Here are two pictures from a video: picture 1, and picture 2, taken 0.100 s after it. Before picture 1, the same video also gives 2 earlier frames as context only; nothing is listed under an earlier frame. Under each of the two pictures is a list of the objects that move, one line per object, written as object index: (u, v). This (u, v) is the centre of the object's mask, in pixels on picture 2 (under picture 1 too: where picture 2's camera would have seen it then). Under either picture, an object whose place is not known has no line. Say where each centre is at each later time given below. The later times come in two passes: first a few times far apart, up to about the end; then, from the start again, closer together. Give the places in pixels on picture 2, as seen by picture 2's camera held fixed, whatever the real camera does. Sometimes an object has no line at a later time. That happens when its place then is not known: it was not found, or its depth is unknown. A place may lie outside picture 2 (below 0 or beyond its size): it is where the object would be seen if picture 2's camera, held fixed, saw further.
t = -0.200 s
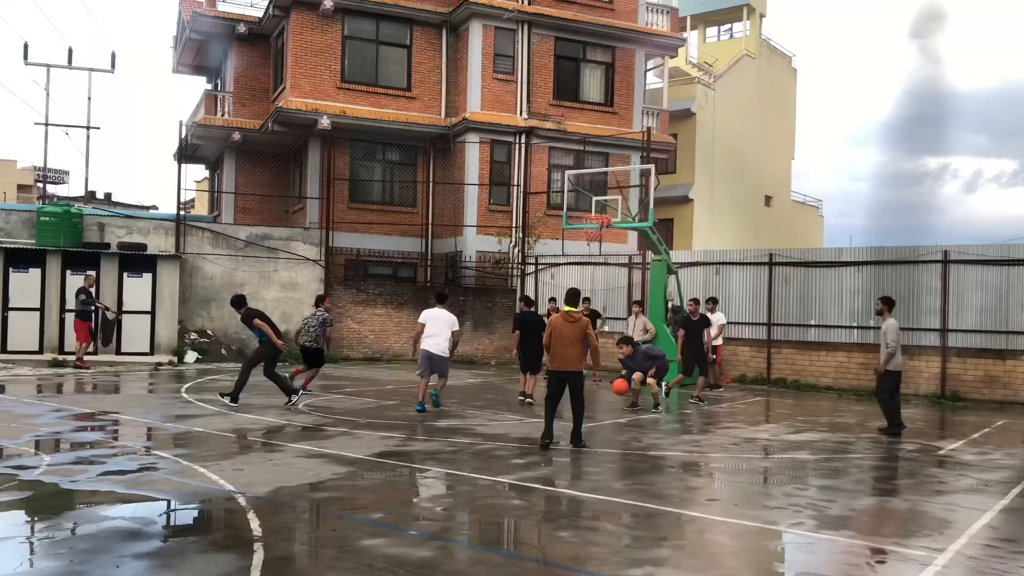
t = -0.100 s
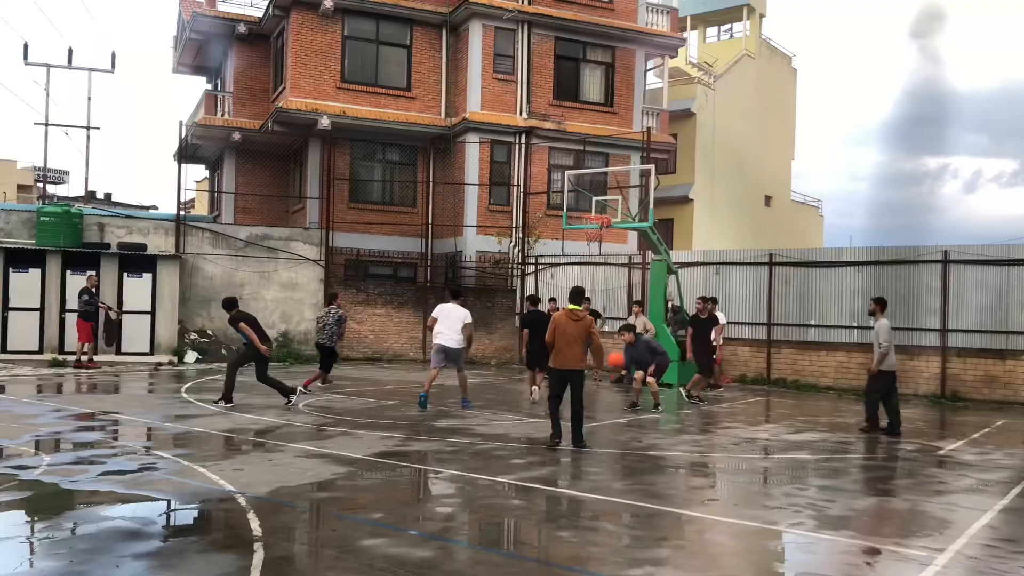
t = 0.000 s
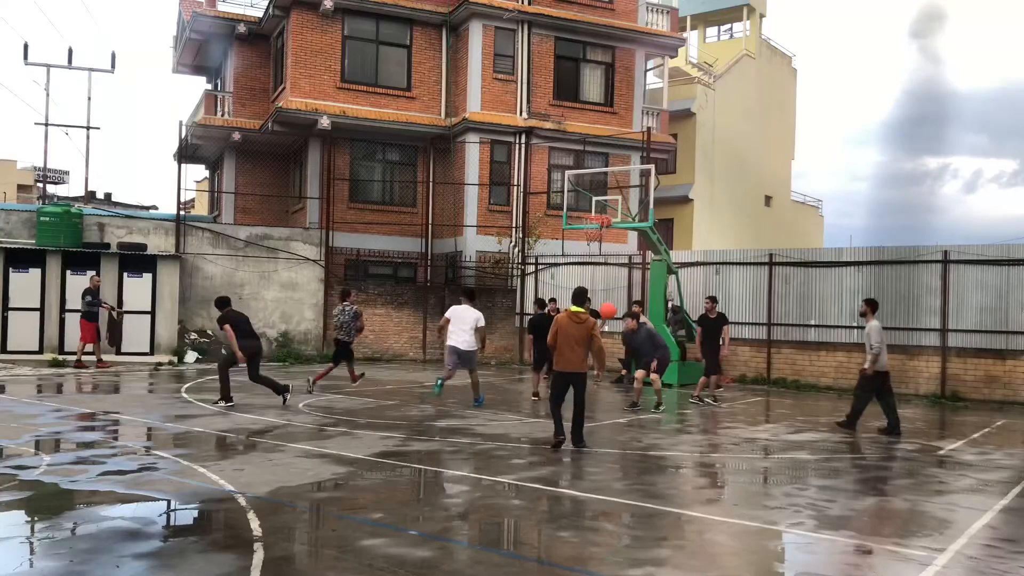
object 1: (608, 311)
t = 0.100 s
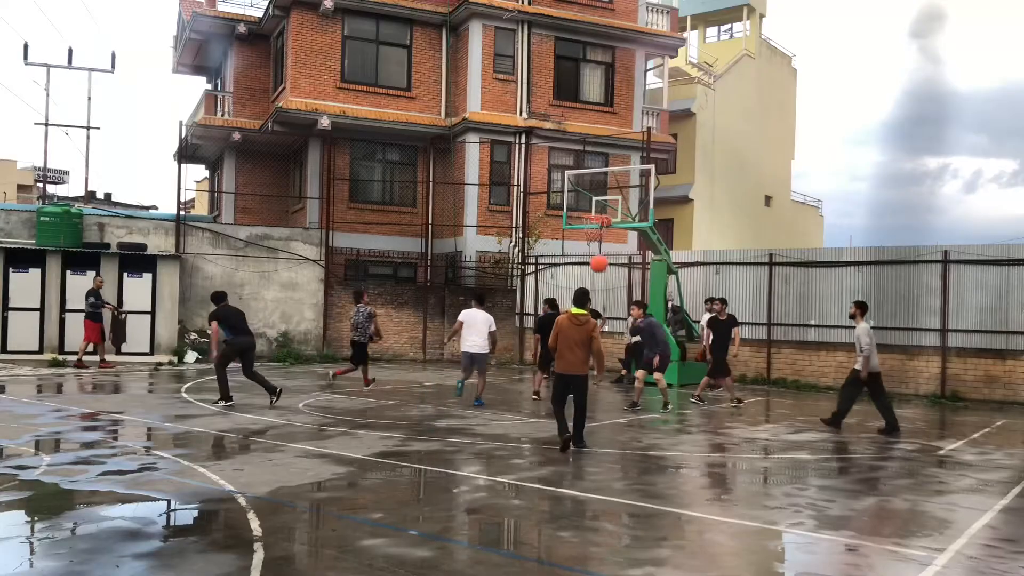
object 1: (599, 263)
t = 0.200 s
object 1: (589, 222)
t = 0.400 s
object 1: (568, 154)
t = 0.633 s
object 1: (539, 107)
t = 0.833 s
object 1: (508, 101)
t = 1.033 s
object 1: (470, 135)
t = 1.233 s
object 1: (427, 219)
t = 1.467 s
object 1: (363, 398)
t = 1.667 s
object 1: (307, 379)
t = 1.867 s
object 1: (249, 274)
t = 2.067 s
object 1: (178, 214)
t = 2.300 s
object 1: (74, 214)
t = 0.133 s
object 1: (596, 249)
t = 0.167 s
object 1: (593, 235)
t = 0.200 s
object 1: (589, 222)
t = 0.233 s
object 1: (586, 208)
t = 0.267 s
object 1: (583, 196)
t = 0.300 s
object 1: (580, 185)
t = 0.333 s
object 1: (576, 174)
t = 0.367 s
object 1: (572, 163)
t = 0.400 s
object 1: (568, 154)
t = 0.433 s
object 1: (565, 144)
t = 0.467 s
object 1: (560, 136)
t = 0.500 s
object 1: (556, 129)
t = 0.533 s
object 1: (552, 122)
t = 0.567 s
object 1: (548, 116)
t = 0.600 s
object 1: (544, 111)
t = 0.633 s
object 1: (539, 107)
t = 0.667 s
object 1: (534, 104)
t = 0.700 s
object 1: (529, 101)
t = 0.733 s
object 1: (524, 100)
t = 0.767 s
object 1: (519, 99)
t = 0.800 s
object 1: (513, 99)
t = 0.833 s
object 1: (508, 101)
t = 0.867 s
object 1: (502, 104)
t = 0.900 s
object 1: (497, 107)
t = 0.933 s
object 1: (490, 113)
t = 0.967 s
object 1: (484, 119)
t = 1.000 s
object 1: (477, 127)
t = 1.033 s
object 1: (470, 135)
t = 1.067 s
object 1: (463, 146)
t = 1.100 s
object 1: (456, 158)
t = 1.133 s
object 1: (449, 170)
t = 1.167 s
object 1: (442, 185)
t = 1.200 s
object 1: (434, 201)
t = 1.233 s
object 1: (427, 219)
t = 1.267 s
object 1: (418, 240)
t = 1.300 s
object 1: (409, 261)
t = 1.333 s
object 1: (401, 284)
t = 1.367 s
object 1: (391, 310)
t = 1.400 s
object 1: (382, 338)
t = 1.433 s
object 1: (373, 367)
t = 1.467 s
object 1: (363, 398)
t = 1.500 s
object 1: (352, 434)
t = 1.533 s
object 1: (341, 467)
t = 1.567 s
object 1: (333, 445)
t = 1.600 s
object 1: (325, 422)
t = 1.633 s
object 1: (316, 400)
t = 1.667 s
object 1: (307, 379)
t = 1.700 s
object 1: (299, 359)
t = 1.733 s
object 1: (289, 341)
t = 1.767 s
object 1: (280, 323)
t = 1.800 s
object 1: (270, 306)
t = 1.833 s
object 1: (259, 289)
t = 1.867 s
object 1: (249, 274)
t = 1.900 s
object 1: (238, 261)
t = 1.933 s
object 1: (226, 249)
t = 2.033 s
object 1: (191, 220)
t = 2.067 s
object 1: (178, 214)
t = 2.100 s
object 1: (164, 208)
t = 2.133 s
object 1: (150, 205)
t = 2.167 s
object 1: (136, 203)
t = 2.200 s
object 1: (122, 203)
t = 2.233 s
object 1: (106, 205)
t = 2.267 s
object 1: (91, 208)
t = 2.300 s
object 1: (74, 214)
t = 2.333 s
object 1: (57, 222)
